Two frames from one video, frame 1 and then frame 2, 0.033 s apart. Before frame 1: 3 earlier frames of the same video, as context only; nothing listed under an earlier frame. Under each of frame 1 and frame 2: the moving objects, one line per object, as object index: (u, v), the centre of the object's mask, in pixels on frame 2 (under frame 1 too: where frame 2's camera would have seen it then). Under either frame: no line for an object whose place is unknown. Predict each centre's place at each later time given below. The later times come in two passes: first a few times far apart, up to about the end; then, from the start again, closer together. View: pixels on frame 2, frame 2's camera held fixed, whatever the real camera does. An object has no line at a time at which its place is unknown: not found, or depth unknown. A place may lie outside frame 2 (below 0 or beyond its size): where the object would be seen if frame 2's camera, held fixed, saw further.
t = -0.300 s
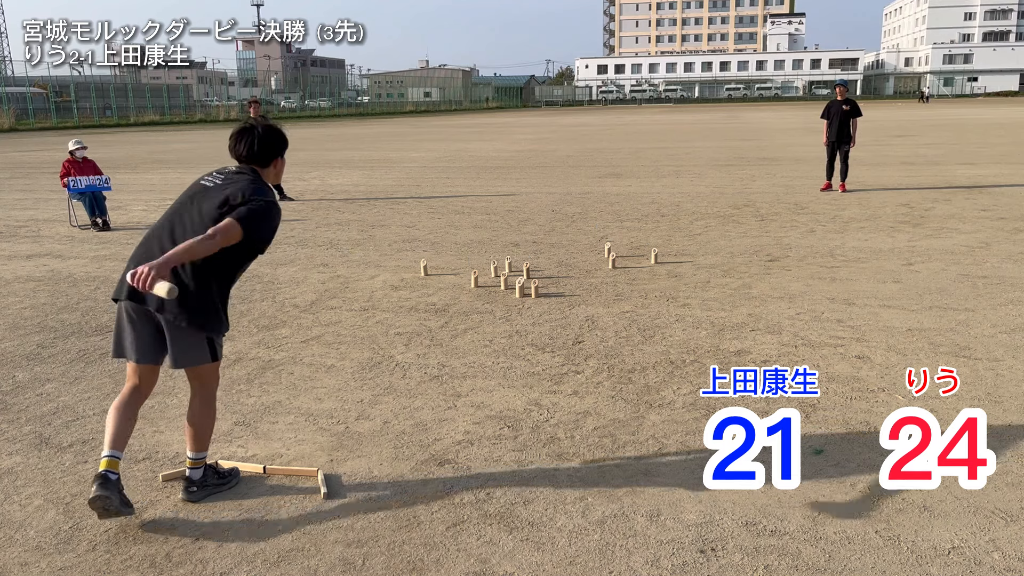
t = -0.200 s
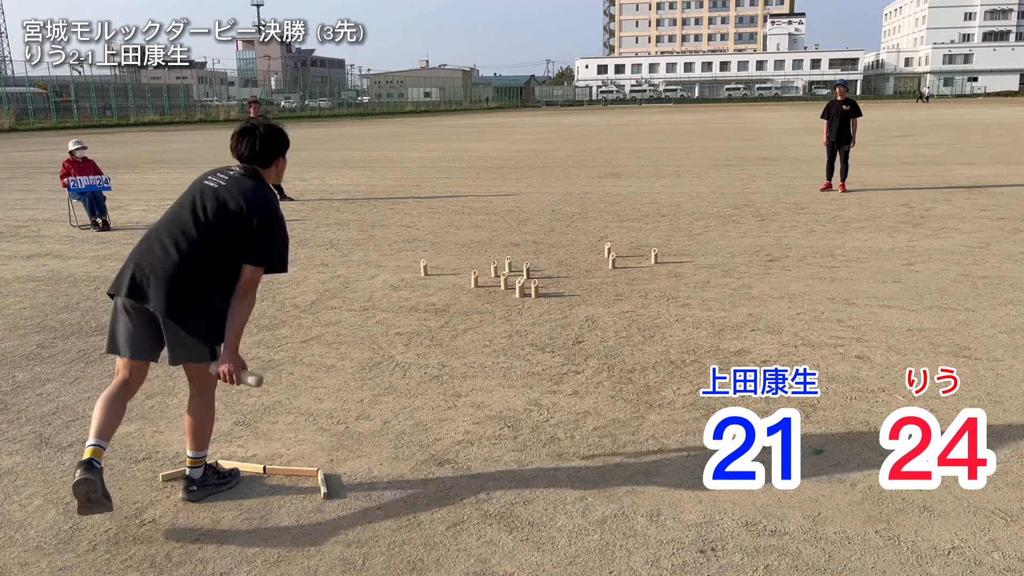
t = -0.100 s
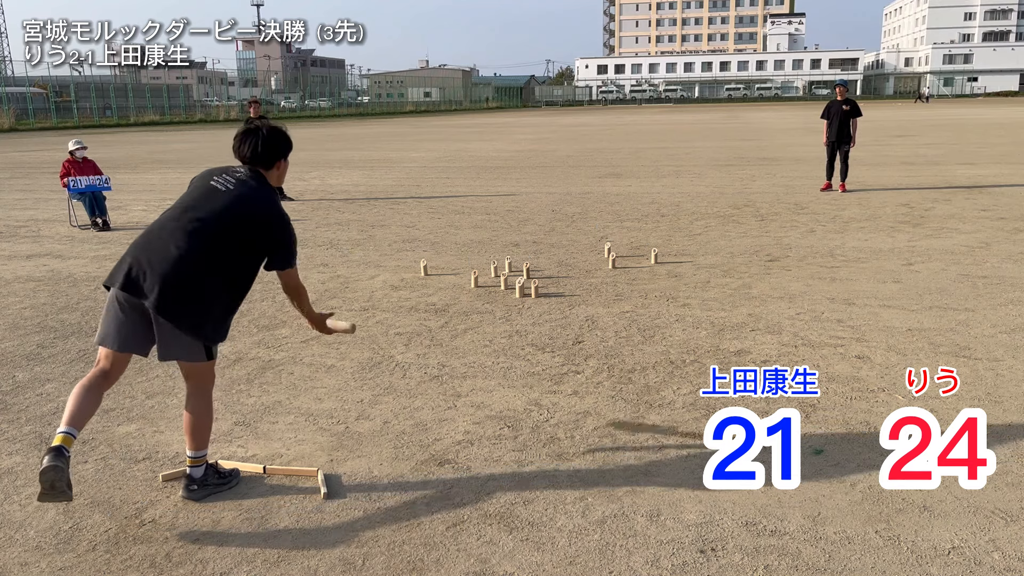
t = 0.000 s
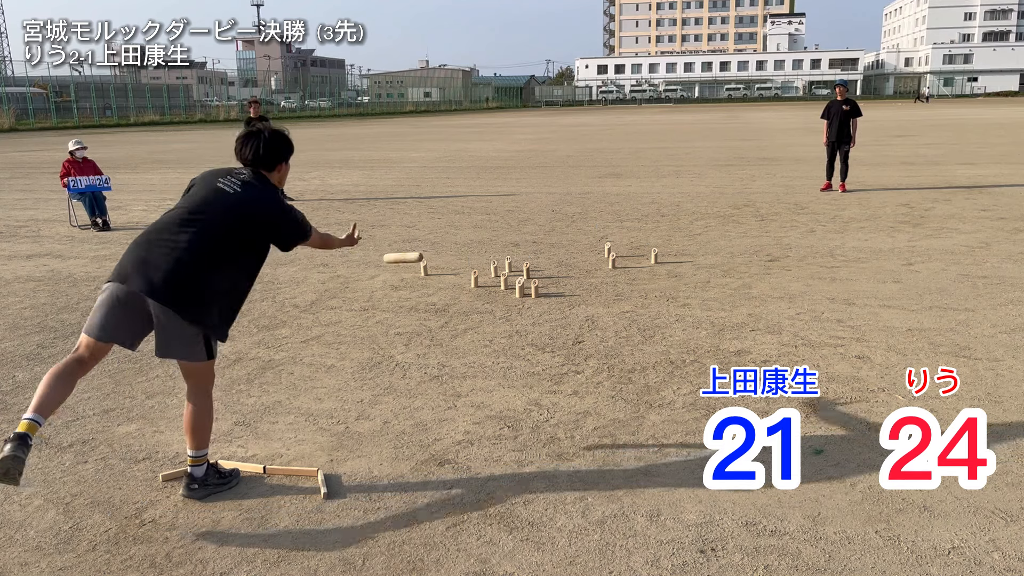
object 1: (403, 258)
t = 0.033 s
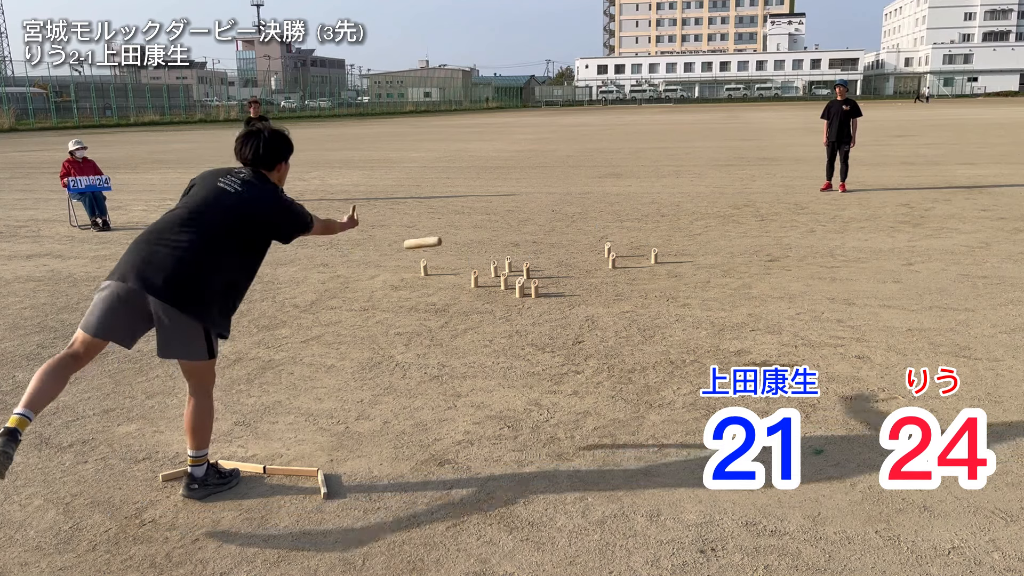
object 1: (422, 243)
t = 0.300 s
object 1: (534, 208)
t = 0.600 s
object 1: (600, 257)
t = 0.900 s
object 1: (600, 240)
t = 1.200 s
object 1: (590, 238)
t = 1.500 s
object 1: (588, 236)
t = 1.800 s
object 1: (591, 233)
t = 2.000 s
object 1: (593, 232)
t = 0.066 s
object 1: (441, 231)
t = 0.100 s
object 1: (457, 222)
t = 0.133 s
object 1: (472, 215)
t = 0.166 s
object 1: (486, 210)
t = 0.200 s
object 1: (500, 207)
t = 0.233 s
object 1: (512, 206)
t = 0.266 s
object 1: (523, 207)
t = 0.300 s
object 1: (534, 208)
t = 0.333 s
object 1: (544, 211)
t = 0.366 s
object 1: (553, 216)
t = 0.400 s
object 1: (562, 221)
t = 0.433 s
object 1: (570, 227)
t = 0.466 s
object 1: (578, 234)
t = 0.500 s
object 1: (585, 241)
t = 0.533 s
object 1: (592, 249)
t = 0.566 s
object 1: (598, 258)
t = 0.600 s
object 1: (600, 257)
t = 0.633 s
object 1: (604, 251)
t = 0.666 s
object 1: (606, 246)
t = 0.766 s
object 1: (604, 236)
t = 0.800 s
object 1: (603, 236)
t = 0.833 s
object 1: (602, 236)
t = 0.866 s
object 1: (602, 238)
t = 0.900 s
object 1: (600, 240)
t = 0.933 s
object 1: (599, 243)
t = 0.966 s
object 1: (598, 243)
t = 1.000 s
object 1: (599, 242)
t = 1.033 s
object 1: (596, 241)
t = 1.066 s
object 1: (595, 241)
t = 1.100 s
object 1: (593, 240)
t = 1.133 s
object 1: (592, 240)
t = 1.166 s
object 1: (591, 239)
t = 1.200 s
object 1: (590, 238)
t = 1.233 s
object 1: (590, 238)
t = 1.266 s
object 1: (588, 238)
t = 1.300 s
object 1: (587, 237)
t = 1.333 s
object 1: (587, 237)
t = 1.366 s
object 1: (587, 237)
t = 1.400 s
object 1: (587, 236)
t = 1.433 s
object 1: (587, 236)
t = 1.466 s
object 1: (587, 236)
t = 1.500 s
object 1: (588, 236)
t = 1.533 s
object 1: (588, 235)
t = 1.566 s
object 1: (589, 235)
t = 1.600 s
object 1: (589, 234)
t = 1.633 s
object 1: (589, 234)
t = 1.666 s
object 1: (590, 234)
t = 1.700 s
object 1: (590, 234)
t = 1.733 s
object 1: (590, 234)
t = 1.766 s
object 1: (590, 233)
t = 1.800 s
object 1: (591, 233)
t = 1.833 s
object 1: (591, 233)
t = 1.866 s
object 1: (591, 233)
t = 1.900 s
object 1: (592, 233)
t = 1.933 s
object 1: (592, 232)
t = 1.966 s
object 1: (592, 232)
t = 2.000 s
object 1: (593, 232)
